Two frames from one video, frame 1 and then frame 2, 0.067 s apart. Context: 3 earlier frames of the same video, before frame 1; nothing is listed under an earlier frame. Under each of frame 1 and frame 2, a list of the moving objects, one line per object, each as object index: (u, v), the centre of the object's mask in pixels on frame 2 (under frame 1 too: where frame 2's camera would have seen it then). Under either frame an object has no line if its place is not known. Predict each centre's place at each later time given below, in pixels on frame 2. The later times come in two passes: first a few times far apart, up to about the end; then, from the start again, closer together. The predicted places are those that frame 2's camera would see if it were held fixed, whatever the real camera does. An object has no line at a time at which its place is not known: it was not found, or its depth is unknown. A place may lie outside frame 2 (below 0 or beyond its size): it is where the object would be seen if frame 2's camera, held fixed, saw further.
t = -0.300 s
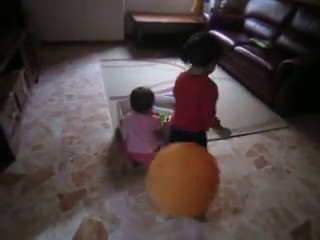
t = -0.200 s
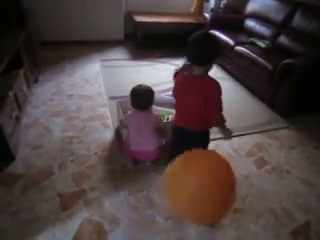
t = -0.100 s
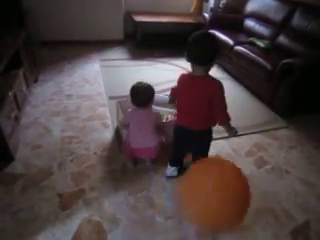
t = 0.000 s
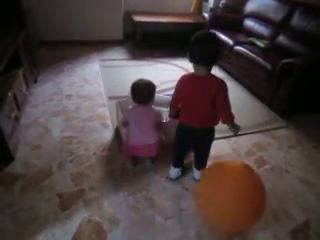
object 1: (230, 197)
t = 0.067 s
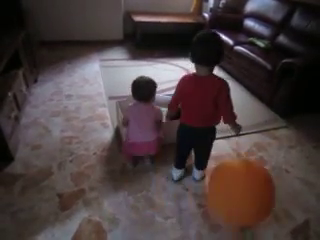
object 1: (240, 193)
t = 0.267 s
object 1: (261, 181)
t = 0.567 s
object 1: (260, 151)
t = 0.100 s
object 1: (246, 190)
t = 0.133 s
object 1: (249, 188)
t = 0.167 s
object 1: (253, 187)
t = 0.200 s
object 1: (256, 185)
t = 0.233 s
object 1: (259, 183)
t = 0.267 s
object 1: (261, 181)
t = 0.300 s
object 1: (261, 177)
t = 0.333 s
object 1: (263, 174)
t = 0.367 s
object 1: (263, 171)
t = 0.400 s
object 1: (262, 166)
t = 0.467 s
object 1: (262, 160)
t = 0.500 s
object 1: (262, 157)
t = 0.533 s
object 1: (261, 154)
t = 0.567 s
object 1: (260, 151)
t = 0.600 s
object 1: (259, 149)
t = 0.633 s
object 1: (257, 147)
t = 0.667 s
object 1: (255, 146)
